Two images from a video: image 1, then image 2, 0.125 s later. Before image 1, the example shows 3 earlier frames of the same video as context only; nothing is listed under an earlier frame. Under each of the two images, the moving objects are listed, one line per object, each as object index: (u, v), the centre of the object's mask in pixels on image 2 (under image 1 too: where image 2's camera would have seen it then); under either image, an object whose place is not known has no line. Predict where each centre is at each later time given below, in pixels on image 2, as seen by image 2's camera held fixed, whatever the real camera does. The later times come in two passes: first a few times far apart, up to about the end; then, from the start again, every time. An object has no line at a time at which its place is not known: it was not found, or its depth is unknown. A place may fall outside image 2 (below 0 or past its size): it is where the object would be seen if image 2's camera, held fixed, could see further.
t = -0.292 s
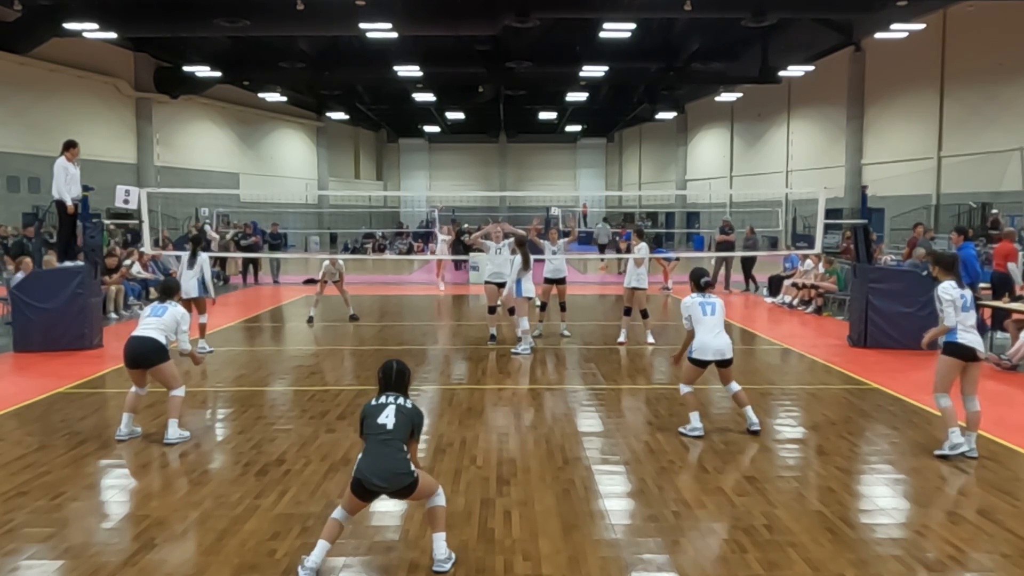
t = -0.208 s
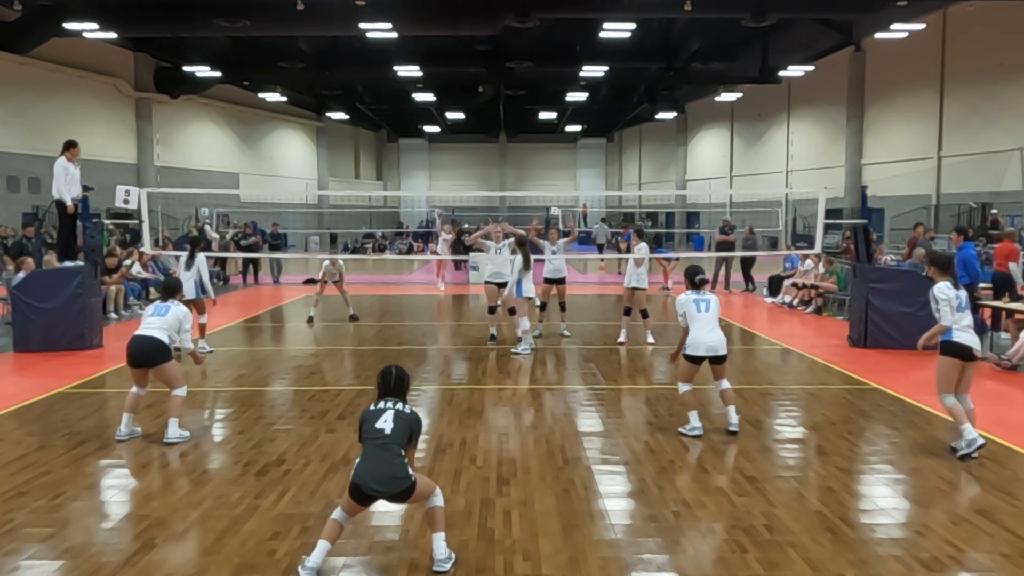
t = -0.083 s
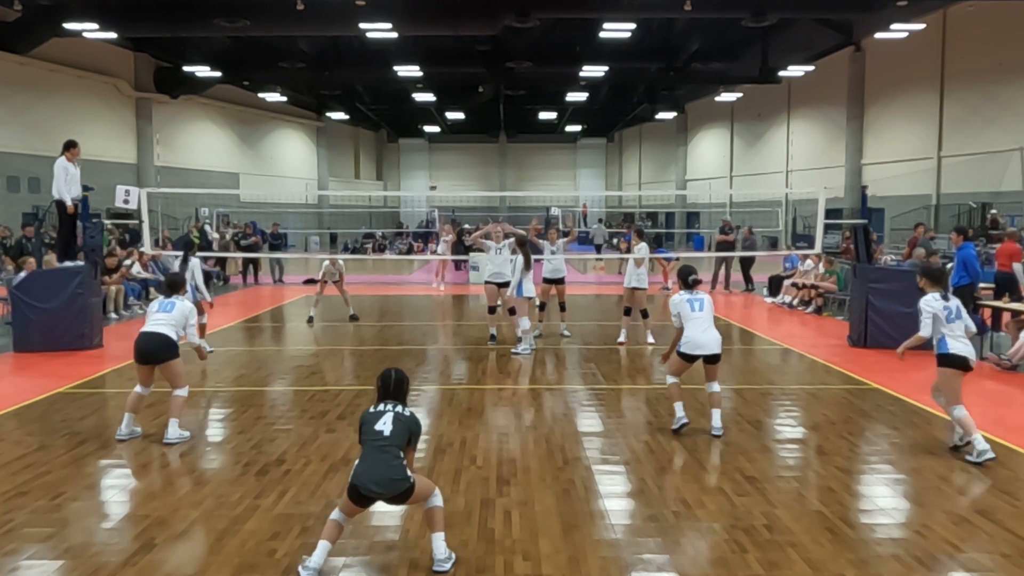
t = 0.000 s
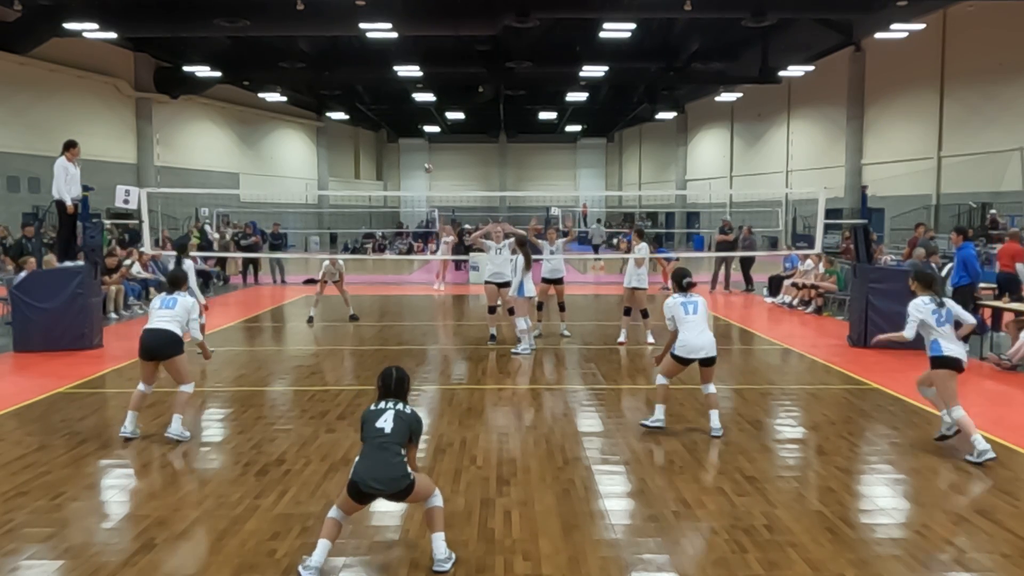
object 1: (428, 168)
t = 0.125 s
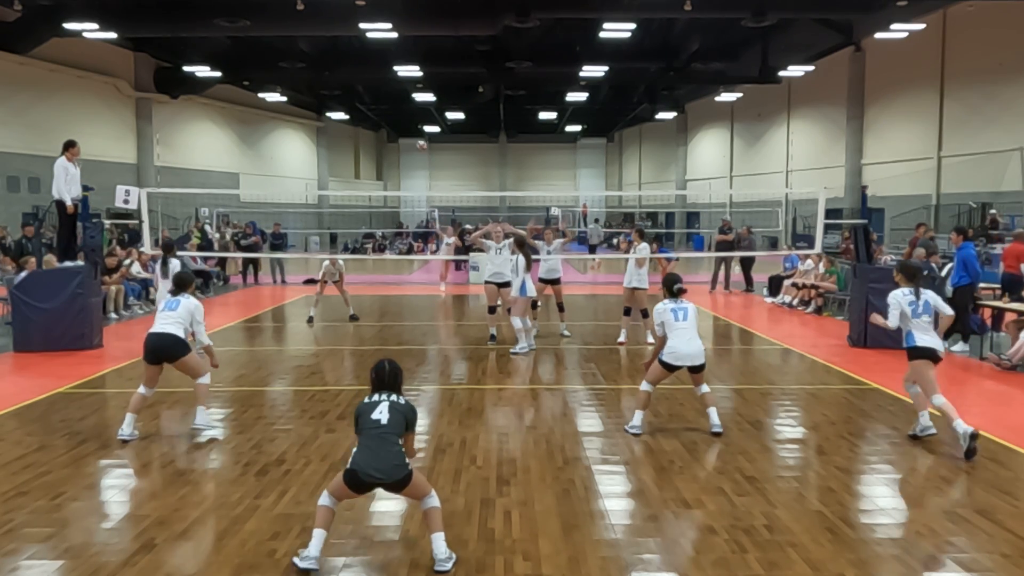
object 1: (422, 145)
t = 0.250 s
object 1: (414, 128)
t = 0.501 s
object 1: (403, 115)
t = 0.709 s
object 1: (394, 137)
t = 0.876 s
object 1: (387, 192)
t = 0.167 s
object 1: (419, 138)
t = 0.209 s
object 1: (417, 133)
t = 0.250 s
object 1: (414, 128)
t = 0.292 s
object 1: (412, 124)
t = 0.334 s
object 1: (410, 121)
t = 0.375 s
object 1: (408, 118)
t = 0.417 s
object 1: (406, 116)
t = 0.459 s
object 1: (405, 116)
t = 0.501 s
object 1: (403, 115)
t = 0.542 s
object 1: (402, 117)
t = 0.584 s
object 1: (399, 120)
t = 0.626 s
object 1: (397, 124)
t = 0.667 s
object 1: (396, 130)
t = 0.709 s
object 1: (394, 137)
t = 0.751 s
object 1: (392, 147)
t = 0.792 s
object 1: (390, 158)
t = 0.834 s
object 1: (389, 173)
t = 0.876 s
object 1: (387, 192)
